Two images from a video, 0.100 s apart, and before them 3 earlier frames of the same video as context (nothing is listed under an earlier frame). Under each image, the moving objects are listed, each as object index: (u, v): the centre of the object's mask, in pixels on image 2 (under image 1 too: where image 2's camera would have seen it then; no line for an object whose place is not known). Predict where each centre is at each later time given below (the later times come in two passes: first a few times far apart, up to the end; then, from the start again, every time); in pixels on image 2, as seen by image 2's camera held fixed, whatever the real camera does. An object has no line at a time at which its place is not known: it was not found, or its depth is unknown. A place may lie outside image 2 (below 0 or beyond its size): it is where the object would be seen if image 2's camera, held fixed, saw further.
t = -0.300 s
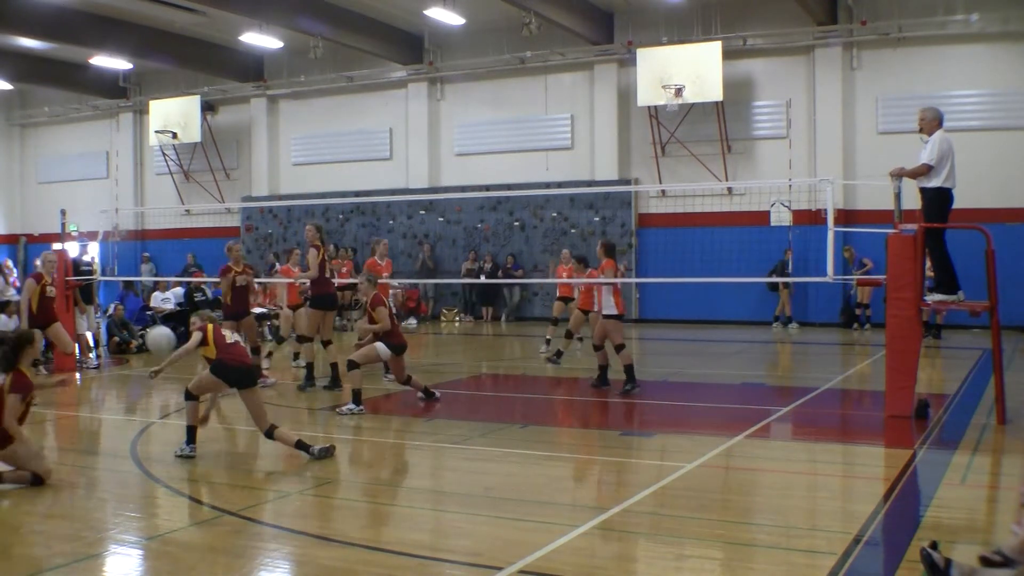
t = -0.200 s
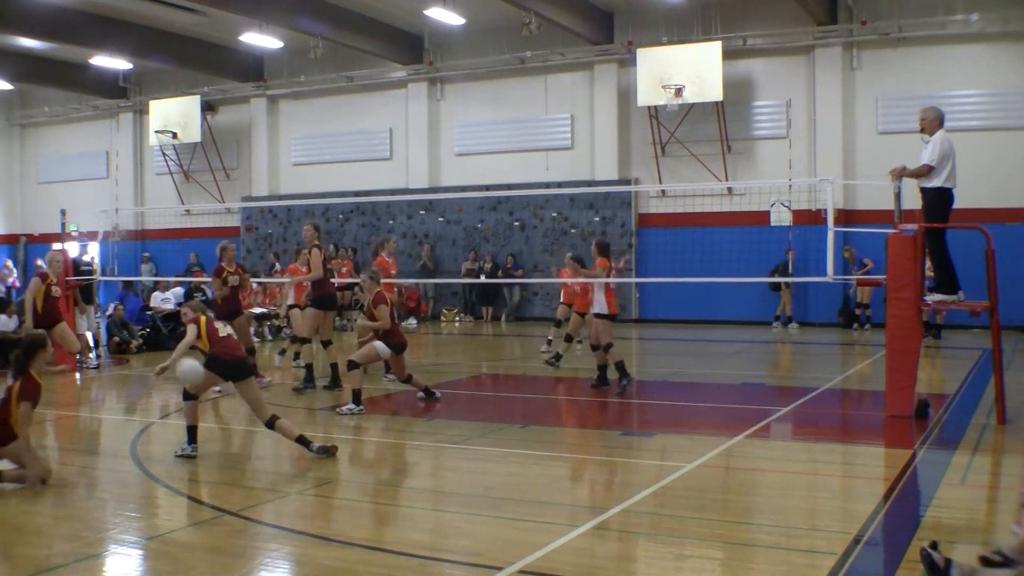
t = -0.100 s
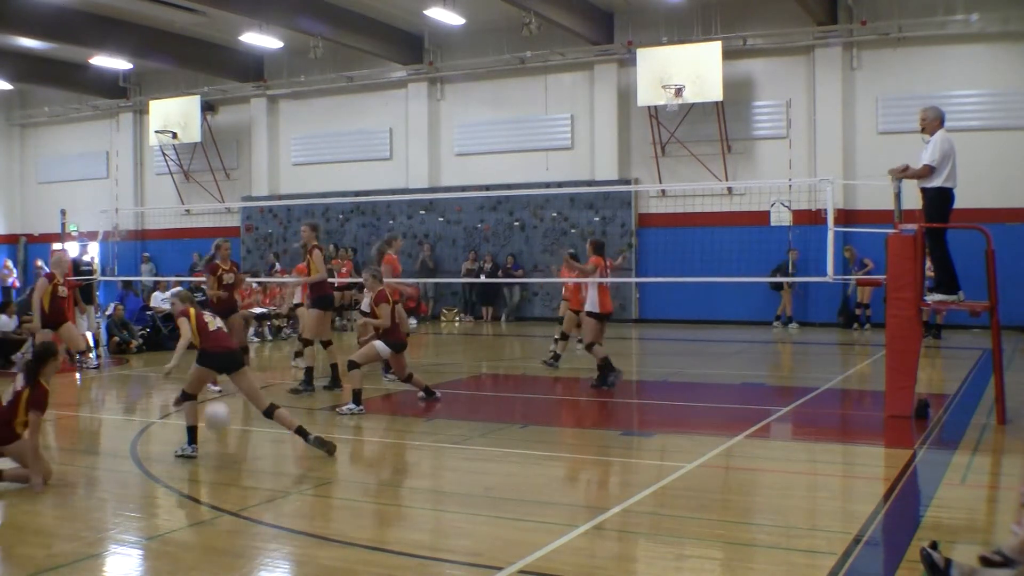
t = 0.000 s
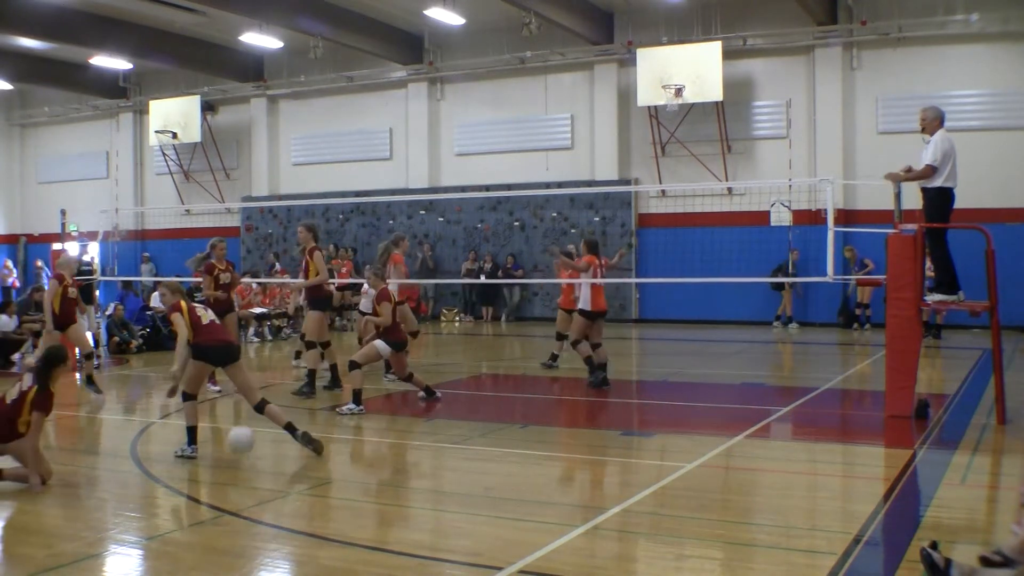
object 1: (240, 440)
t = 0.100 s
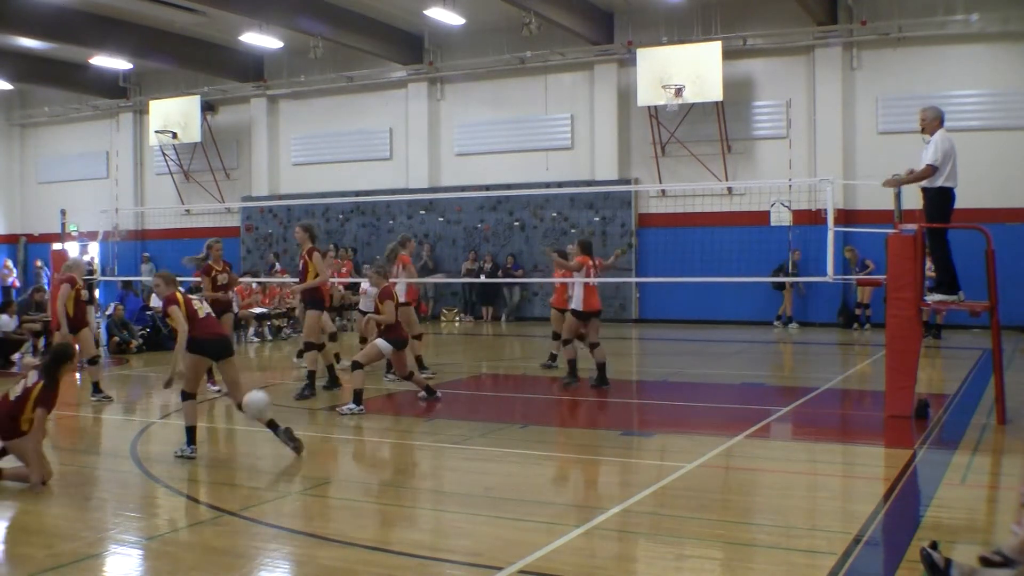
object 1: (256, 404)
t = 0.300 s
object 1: (288, 365)
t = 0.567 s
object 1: (333, 397)
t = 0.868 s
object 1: (379, 407)
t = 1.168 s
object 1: (424, 407)
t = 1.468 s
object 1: (469, 421)
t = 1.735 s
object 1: (509, 425)
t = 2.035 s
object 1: (553, 424)
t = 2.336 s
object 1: (594, 444)
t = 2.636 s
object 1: (635, 453)
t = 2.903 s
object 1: (668, 445)
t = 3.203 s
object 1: (707, 450)
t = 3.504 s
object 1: (743, 451)
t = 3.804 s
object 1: (778, 454)
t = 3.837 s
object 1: (783, 455)
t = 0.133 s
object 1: (261, 393)
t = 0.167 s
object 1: (266, 383)
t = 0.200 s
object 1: (272, 376)
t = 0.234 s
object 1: (276, 372)
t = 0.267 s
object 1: (282, 368)
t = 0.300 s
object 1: (288, 365)
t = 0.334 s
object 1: (293, 365)
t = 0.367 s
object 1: (298, 366)
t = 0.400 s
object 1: (304, 368)
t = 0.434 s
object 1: (309, 372)
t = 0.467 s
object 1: (316, 376)
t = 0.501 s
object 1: (320, 379)
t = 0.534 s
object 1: (326, 387)
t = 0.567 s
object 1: (333, 397)
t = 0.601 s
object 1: (338, 406)
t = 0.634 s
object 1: (343, 419)
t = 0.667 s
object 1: (349, 433)
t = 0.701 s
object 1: (354, 447)
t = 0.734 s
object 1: (360, 445)
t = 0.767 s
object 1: (364, 433)
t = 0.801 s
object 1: (369, 424)
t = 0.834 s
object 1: (375, 413)
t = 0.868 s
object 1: (379, 407)
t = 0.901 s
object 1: (384, 402)
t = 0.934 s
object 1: (388, 399)
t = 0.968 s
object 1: (394, 396)
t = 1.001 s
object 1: (399, 394)
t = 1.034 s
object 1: (404, 394)
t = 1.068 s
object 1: (408, 395)
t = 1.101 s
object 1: (414, 398)
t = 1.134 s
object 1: (419, 402)
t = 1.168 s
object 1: (424, 407)
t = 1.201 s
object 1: (429, 411)
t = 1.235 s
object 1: (434, 421)
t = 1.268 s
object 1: (439, 431)
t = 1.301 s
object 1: (444, 445)
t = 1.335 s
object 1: (449, 454)
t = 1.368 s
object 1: (455, 443)
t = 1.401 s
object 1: (459, 434)
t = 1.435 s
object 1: (463, 428)
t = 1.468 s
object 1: (469, 421)
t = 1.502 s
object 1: (474, 415)
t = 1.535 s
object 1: (479, 414)
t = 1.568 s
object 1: (484, 413)
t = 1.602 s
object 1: (489, 413)
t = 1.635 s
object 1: (494, 414)
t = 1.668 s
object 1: (499, 416)
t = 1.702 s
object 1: (504, 419)
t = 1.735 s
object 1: (509, 425)
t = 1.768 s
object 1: (514, 432)
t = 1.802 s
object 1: (519, 440)
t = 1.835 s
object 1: (524, 453)
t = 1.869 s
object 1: (529, 449)
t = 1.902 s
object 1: (533, 441)
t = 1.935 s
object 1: (538, 435)
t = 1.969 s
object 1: (543, 429)
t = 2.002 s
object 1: (547, 426)
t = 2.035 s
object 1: (553, 424)
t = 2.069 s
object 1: (558, 423)
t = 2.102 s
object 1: (562, 425)
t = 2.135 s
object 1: (567, 427)
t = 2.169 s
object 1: (572, 431)
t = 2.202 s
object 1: (576, 435)
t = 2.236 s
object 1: (581, 444)
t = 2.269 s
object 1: (587, 453)
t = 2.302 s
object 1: (591, 451)
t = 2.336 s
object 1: (594, 444)
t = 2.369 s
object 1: (600, 438)
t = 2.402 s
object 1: (603, 434)
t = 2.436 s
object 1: (608, 432)
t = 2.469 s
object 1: (612, 432)
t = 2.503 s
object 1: (617, 433)
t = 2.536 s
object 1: (621, 435)
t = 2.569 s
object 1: (625, 439)
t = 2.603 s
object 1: (631, 445)
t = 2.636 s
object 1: (635, 453)
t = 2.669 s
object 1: (639, 452)
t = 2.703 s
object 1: (643, 446)
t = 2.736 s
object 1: (647, 442)
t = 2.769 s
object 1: (651, 440)
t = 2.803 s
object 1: (656, 439)
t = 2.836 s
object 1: (660, 440)
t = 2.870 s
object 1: (664, 441)
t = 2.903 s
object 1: (668, 445)
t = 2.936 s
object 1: (673, 450)
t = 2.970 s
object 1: (677, 455)
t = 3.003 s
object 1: (681, 450)
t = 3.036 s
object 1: (686, 446)
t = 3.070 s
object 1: (689, 444)
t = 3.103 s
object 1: (693, 444)
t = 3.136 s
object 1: (698, 444)
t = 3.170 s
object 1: (702, 446)
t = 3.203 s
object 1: (707, 450)
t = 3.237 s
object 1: (711, 455)
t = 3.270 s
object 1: (716, 451)
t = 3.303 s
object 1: (719, 448)
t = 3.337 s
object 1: (723, 447)
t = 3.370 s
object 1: (727, 447)
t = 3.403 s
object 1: (731, 449)
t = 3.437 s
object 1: (735, 453)
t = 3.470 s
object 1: (739, 455)
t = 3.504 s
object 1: (743, 451)
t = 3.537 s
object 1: (746, 450)
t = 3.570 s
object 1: (751, 450)
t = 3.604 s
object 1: (754, 451)
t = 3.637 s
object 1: (759, 453)
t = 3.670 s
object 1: (763, 454)
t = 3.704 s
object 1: (767, 452)
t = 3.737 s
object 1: (771, 451)
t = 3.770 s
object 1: (775, 451)
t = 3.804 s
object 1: (778, 454)
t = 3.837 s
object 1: (783, 455)
